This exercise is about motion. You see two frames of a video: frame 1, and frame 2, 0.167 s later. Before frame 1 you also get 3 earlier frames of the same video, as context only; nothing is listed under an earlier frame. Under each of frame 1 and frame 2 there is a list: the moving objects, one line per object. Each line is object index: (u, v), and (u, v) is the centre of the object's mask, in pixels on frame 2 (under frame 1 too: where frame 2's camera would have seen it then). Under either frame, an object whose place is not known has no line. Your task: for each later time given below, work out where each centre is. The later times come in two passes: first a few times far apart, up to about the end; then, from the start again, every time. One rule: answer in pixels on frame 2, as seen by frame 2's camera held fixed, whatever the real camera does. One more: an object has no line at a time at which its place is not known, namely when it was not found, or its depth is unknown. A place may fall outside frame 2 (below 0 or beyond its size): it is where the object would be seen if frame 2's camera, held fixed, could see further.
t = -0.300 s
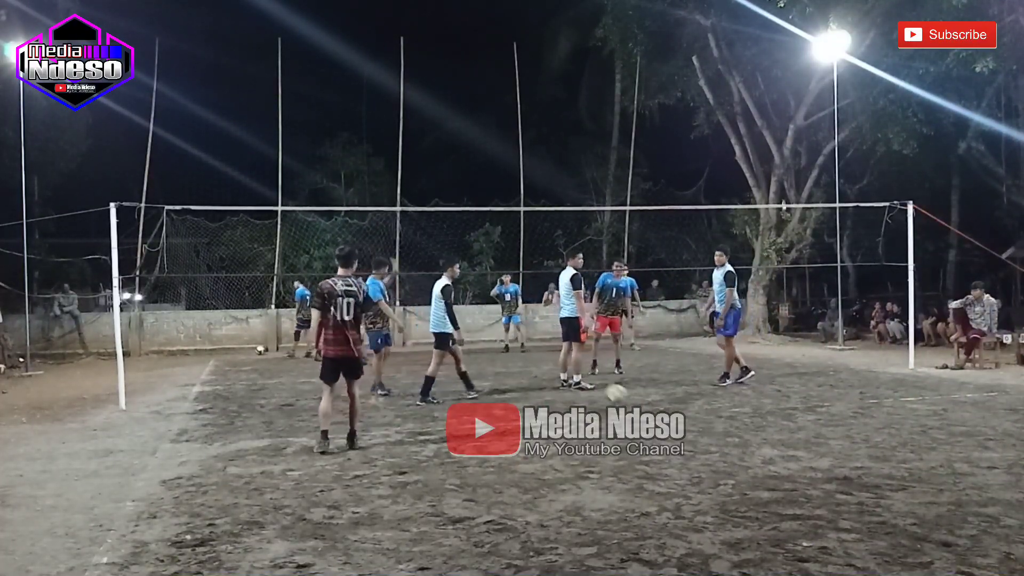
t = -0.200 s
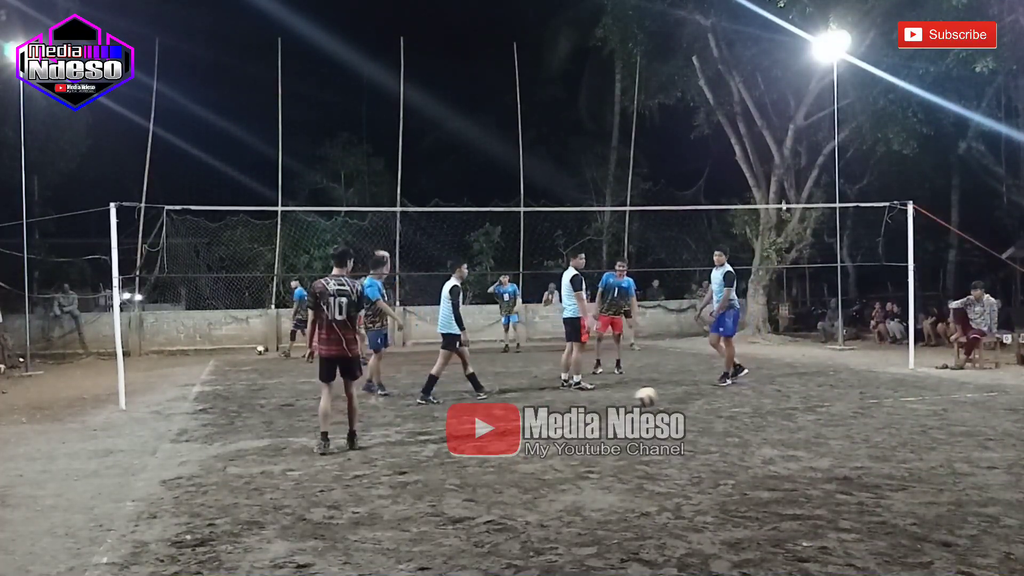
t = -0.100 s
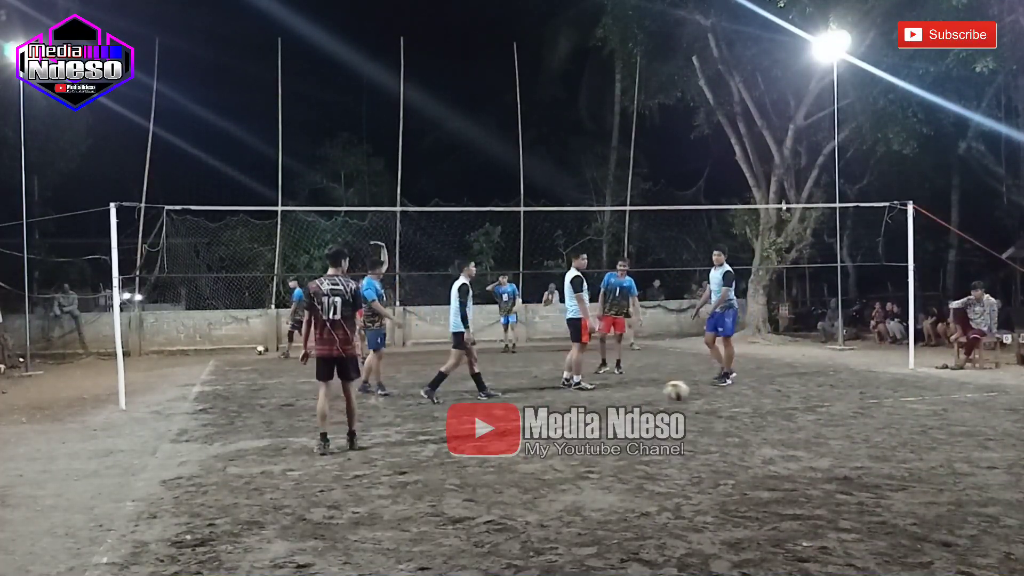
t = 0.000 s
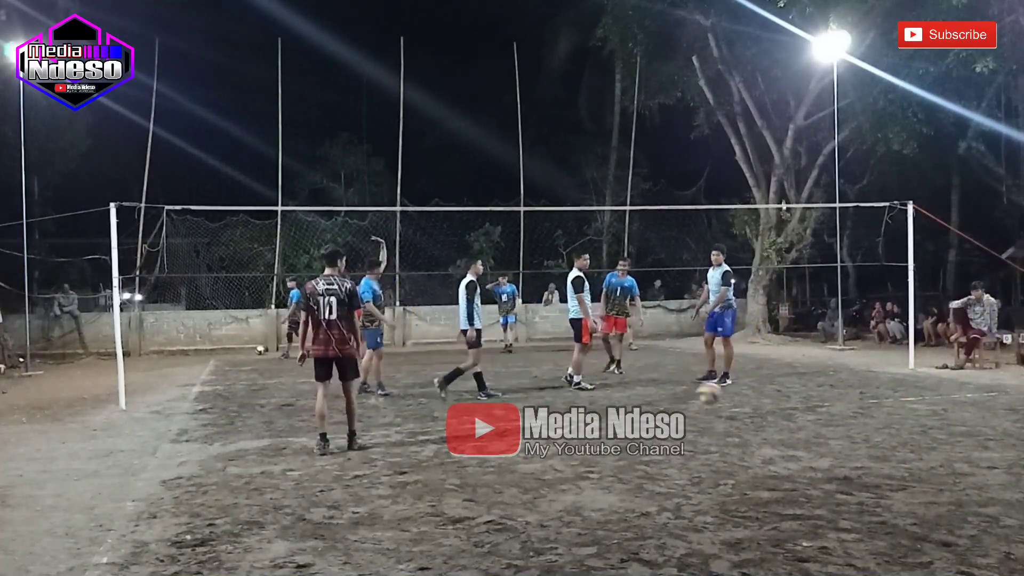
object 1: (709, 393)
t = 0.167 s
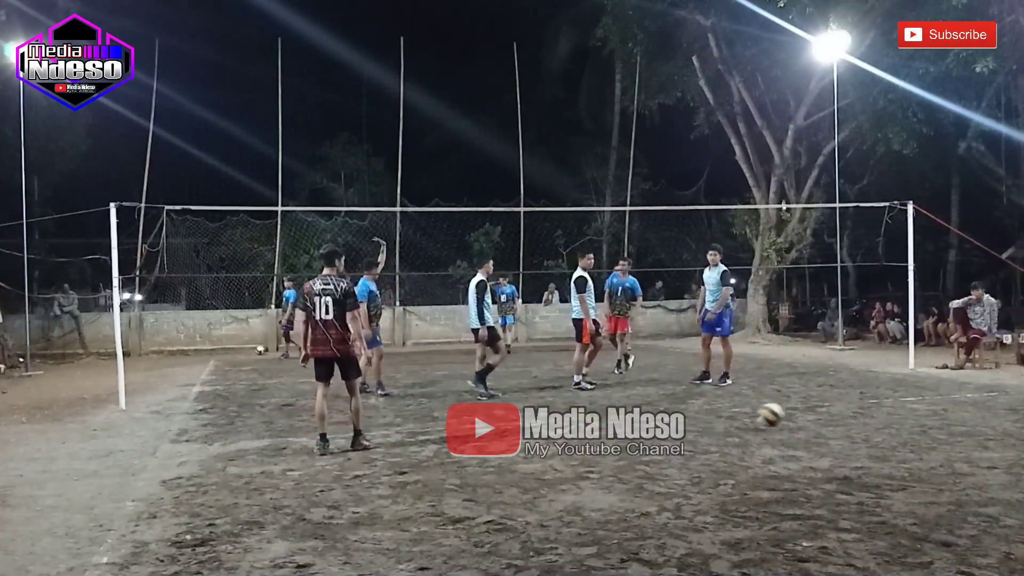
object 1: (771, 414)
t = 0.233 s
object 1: (795, 412)
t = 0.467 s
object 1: (900, 429)
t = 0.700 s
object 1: (1015, 445)
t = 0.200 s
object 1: (781, 413)
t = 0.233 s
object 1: (795, 412)
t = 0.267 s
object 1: (809, 412)
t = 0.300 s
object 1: (823, 414)
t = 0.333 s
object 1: (837, 416)
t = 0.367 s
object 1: (850, 421)
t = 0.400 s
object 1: (867, 427)
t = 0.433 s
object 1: (881, 434)
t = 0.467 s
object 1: (900, 429)
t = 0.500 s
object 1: (913, 428)
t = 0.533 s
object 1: (932, 427)
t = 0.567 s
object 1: (948, 427)
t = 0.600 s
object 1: (966, 430)
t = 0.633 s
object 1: (986, 434)
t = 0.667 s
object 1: (1001, 439)
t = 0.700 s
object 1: (1015, 445)
